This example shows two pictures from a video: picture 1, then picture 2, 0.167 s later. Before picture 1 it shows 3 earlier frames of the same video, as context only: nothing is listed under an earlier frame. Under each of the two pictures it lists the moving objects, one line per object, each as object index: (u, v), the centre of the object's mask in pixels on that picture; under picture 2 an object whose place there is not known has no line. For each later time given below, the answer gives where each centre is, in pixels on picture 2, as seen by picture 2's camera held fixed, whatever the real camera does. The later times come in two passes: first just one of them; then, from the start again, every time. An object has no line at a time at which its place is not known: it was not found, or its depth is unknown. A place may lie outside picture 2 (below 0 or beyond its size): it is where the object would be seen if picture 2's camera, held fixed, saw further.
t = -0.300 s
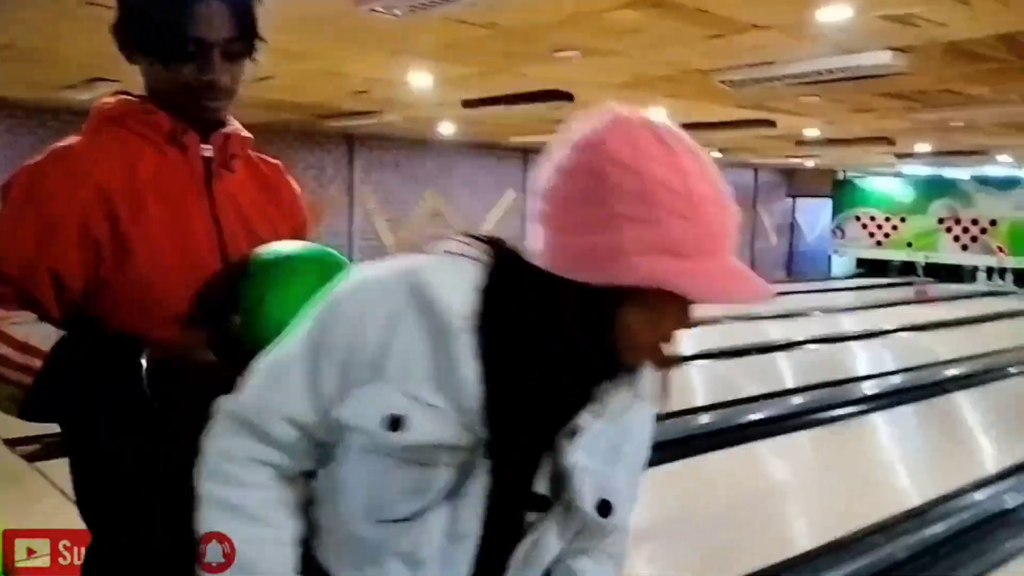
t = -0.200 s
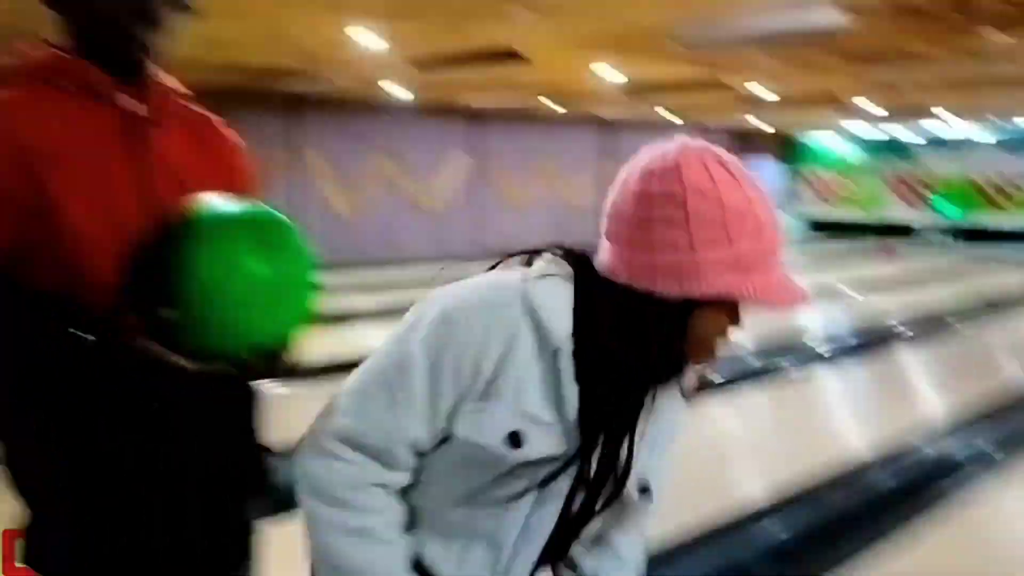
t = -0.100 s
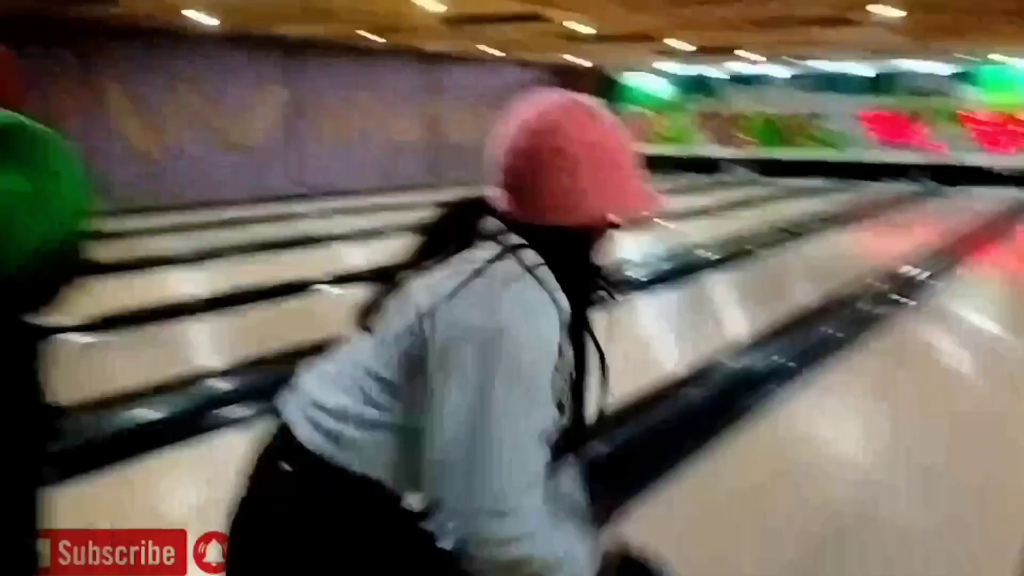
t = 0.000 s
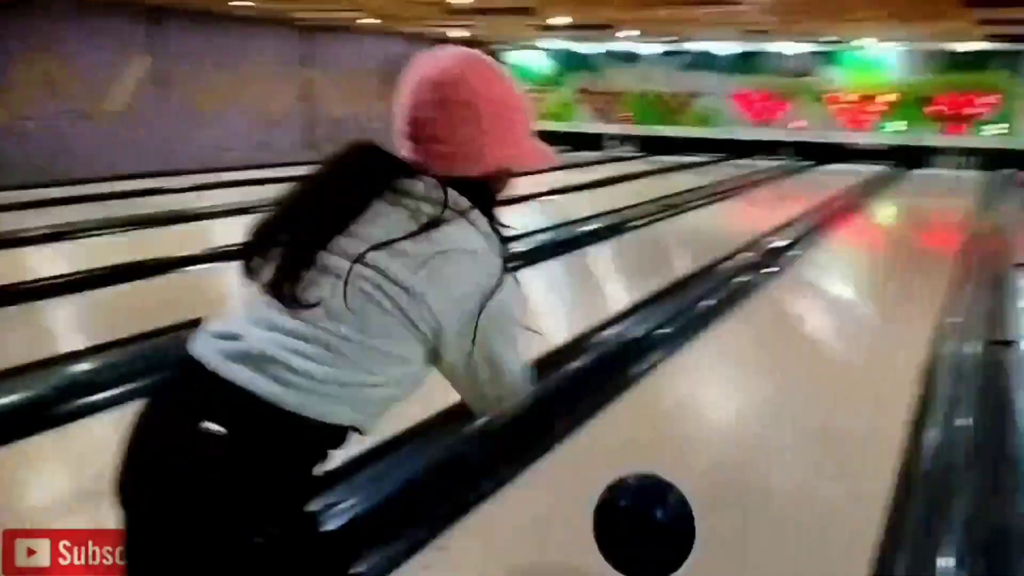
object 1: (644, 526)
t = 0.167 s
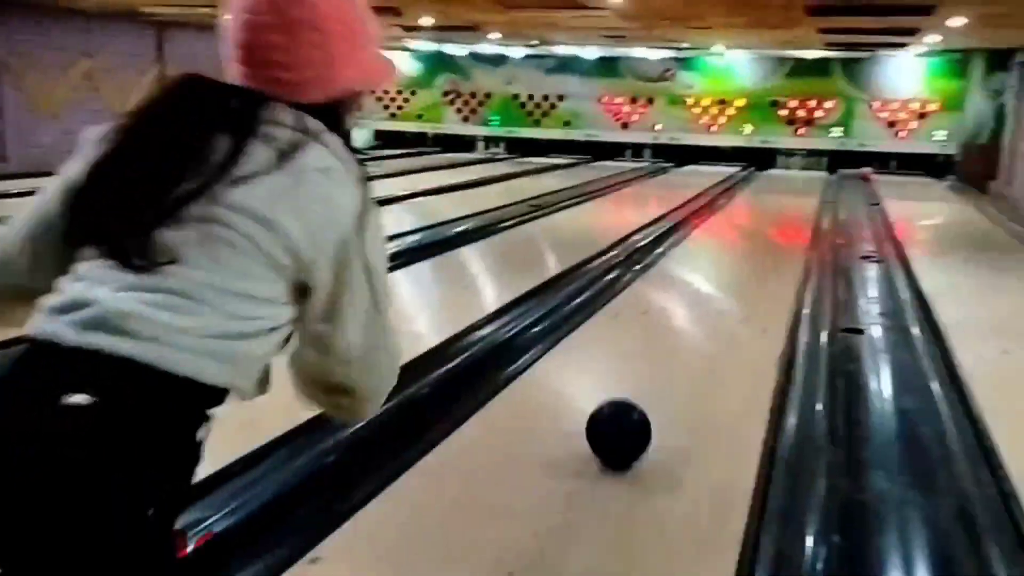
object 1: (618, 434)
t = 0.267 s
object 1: (637, 386)
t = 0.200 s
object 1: (627, 413)
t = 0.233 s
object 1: (634, 395)
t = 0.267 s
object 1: (637, 386)
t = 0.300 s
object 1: (642, 372)
